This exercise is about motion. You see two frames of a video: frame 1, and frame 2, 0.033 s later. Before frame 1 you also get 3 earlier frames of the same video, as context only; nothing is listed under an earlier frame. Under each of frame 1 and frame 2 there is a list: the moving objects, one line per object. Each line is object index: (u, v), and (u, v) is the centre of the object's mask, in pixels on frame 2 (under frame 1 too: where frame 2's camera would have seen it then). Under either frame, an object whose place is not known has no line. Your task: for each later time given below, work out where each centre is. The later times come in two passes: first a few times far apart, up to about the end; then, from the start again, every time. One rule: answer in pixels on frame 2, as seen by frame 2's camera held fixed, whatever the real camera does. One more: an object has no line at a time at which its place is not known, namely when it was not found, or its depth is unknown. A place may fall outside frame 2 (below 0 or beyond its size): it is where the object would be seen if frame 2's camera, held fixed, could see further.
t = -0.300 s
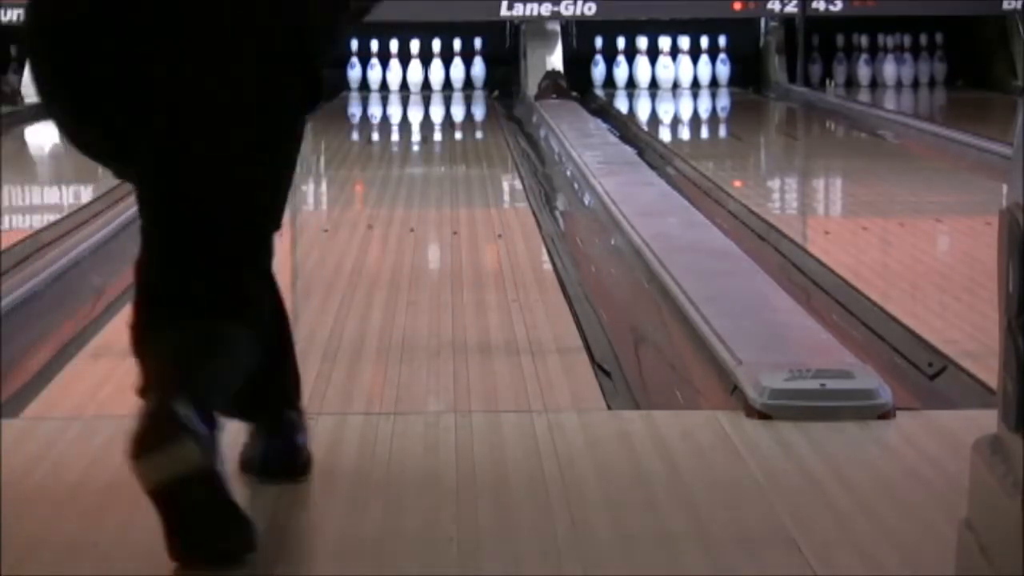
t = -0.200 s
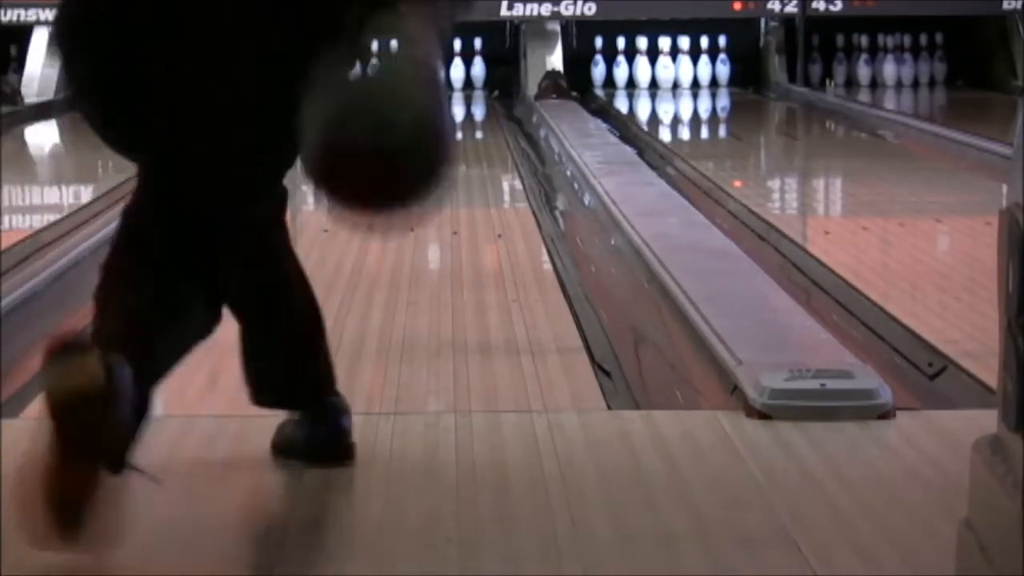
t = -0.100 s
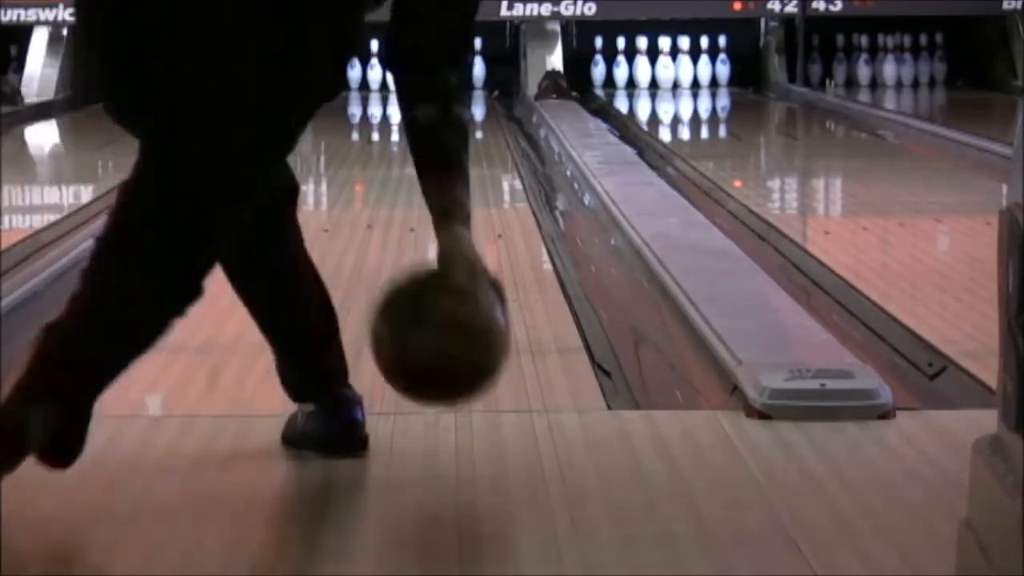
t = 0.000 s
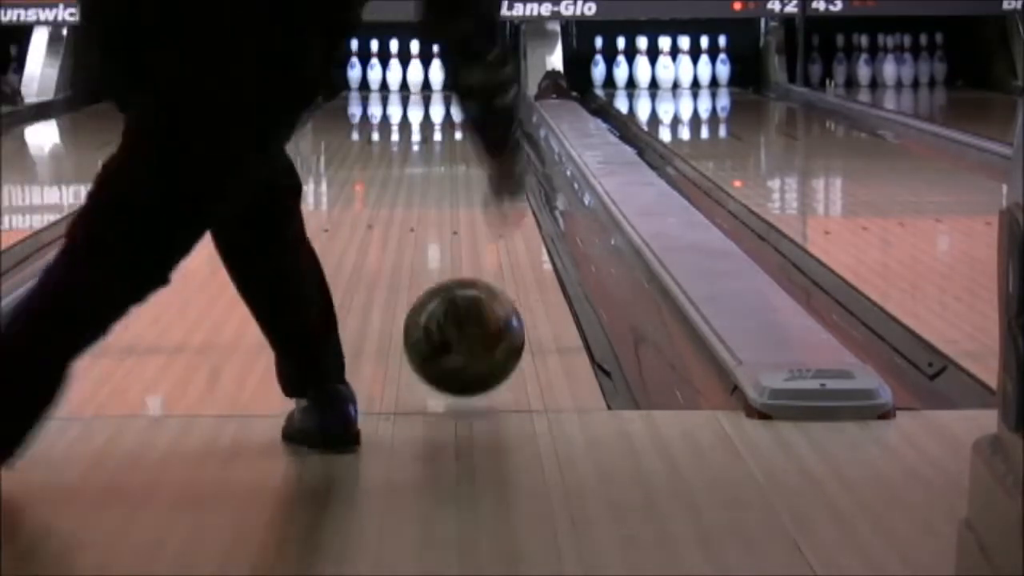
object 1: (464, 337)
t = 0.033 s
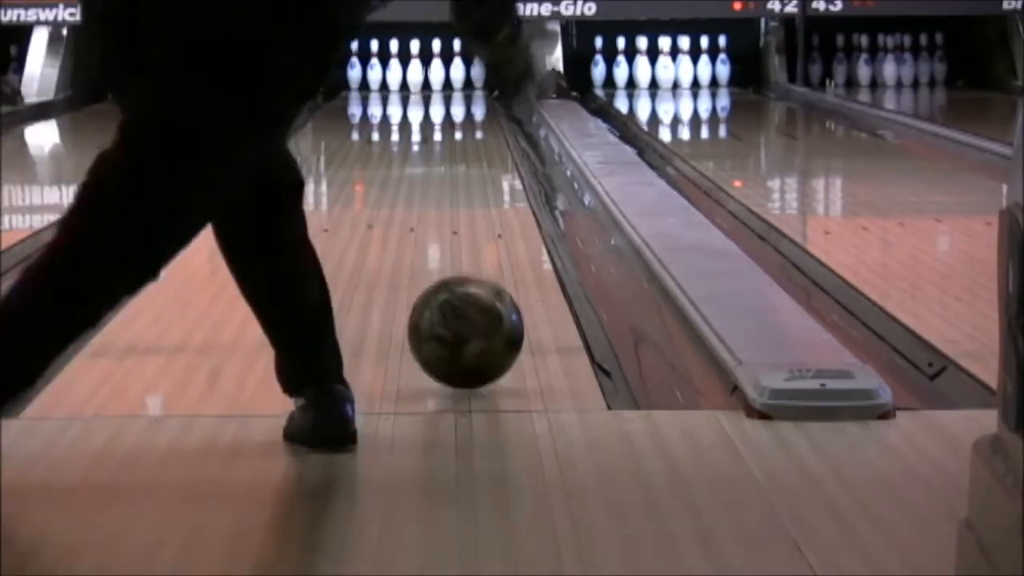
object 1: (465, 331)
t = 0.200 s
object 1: (471, 274)
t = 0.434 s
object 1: (475, 218)
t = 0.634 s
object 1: (475, 186)
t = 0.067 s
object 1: (467, 319)
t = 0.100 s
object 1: (468, 307)
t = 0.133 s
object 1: (469, 296)
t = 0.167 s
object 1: (470, 284)
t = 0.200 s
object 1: (471, 274)
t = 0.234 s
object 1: (472, 264)
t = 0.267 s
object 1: (473, 255)
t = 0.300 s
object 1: (473, 246)
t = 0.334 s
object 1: (474, 238)
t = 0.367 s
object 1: (475, 231)
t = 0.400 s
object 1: (475, 225)
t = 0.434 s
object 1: (475, 218)
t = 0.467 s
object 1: (476, 212)
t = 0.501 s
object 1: (476, 205)
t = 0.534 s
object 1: (476, 199)
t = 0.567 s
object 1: (476, 194)
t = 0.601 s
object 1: (476, 190)
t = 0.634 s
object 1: (475, 186)
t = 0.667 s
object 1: (476, 180)
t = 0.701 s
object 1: (476, 176)
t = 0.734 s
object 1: (476, 172)
